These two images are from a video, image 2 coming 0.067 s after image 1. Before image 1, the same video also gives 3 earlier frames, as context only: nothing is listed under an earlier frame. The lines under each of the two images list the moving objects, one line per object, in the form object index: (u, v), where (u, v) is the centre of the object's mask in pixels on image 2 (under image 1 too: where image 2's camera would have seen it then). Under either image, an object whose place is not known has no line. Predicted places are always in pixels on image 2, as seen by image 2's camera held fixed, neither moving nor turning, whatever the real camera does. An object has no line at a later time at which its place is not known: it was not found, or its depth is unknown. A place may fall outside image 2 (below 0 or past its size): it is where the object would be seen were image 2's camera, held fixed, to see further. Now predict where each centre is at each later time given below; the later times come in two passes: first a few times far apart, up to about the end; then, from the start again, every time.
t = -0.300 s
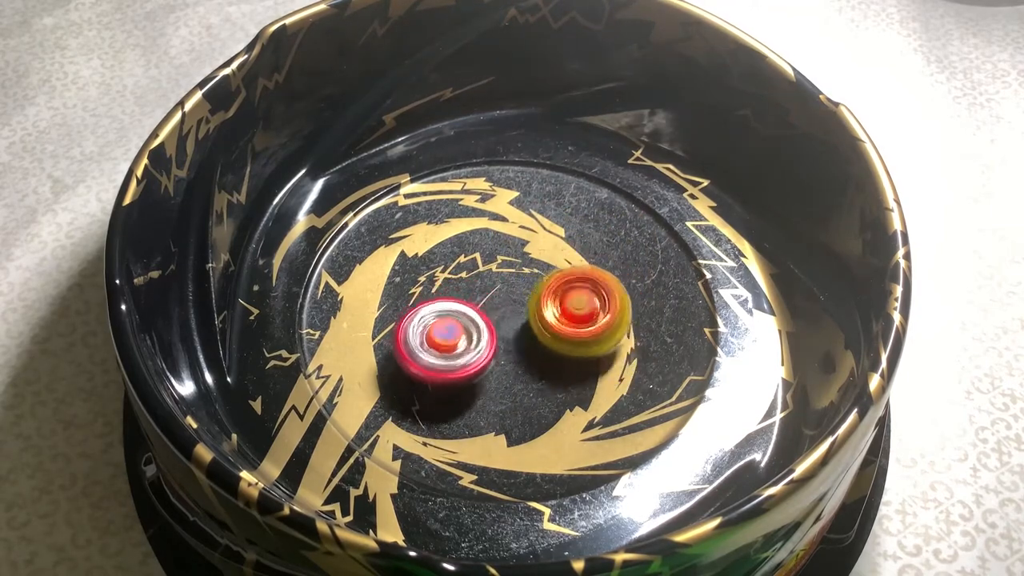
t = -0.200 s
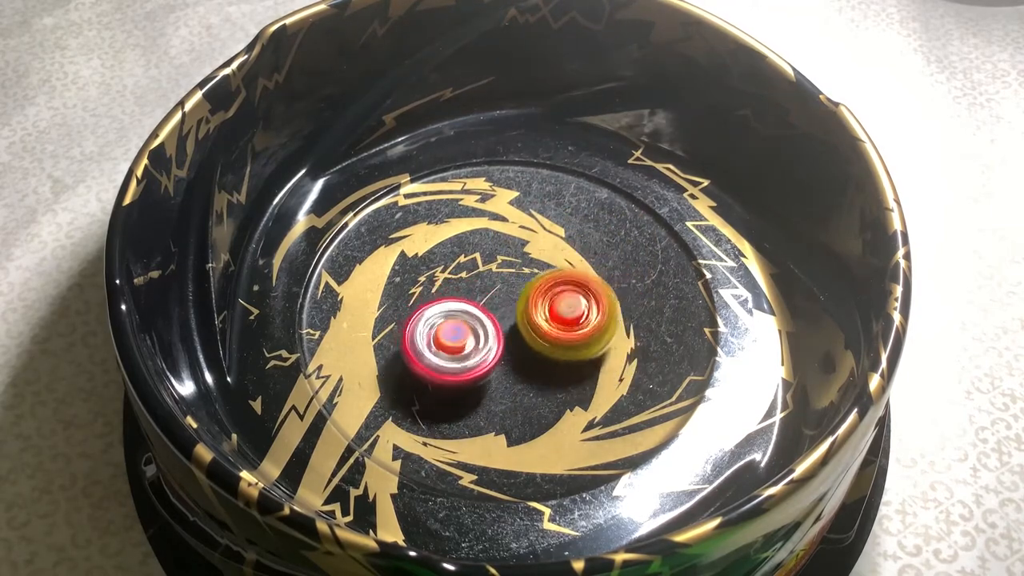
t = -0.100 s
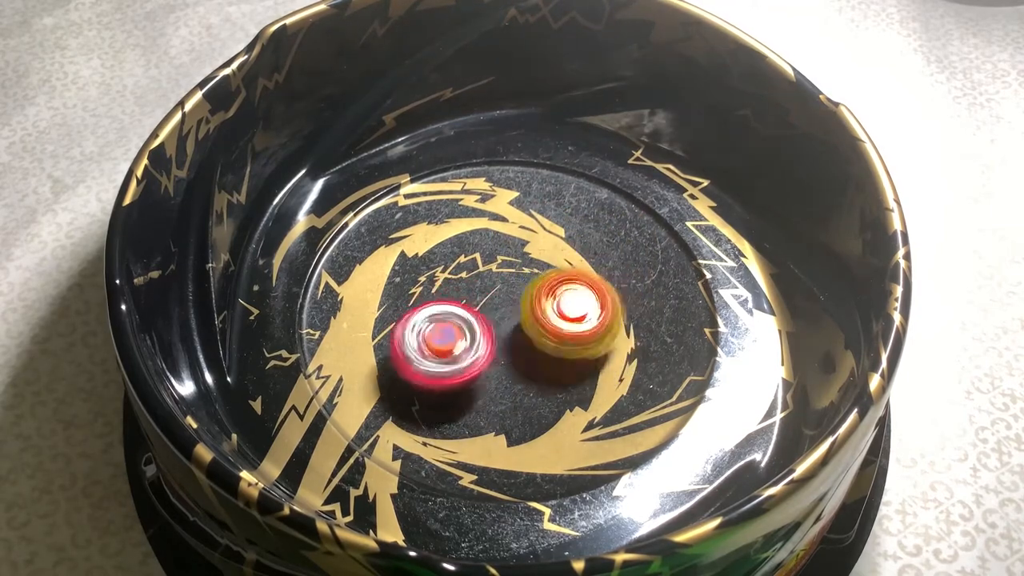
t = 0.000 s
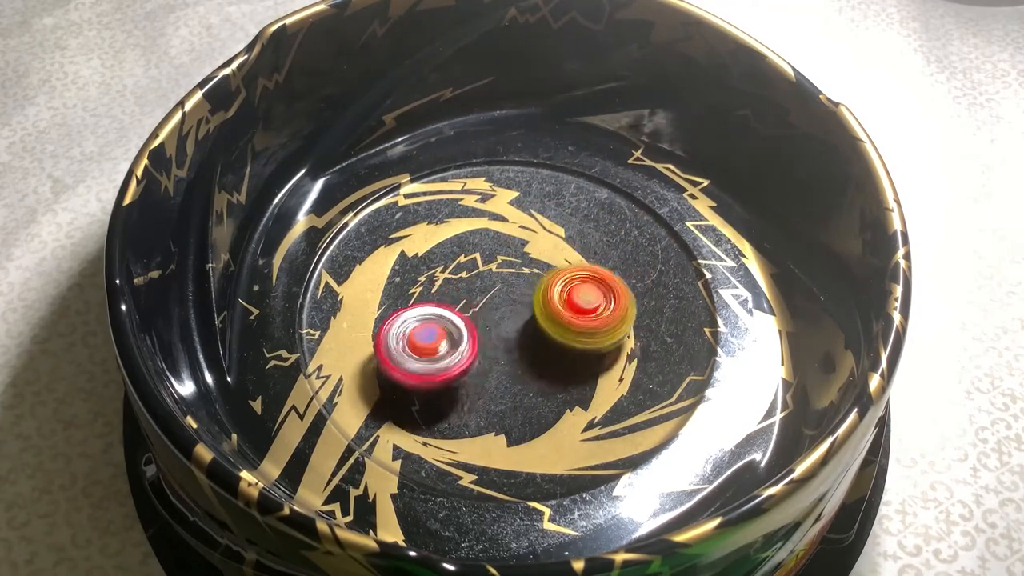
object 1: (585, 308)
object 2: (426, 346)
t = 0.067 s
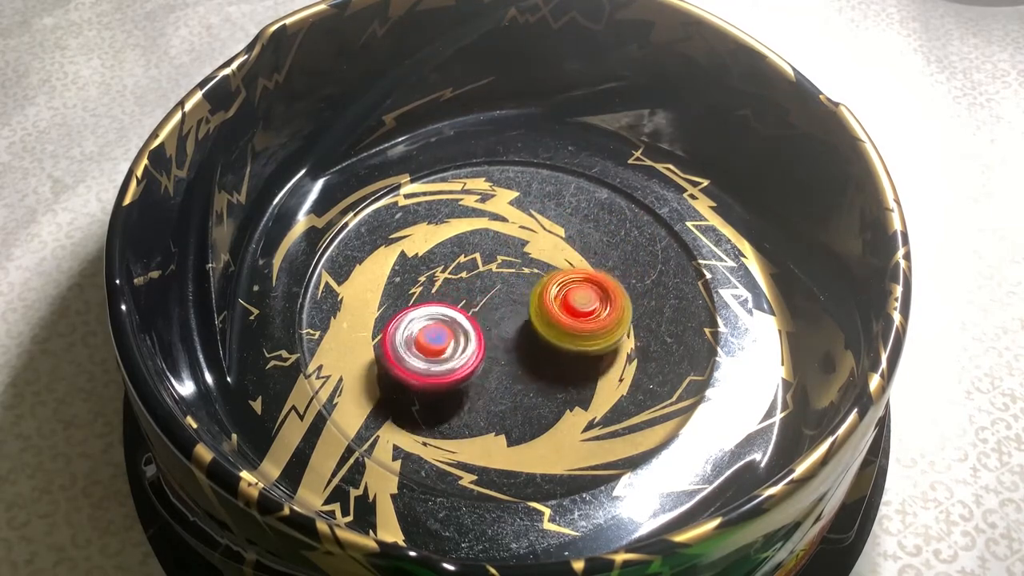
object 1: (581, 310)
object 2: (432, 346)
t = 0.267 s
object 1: (568, 322)
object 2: (455, 345)
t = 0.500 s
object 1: (613, 301)
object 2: (428, 352)
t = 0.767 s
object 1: (597, 306)
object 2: (465, 346)
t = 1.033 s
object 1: (652, 249)
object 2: (408, 352)
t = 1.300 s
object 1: (608, 277)
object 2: (428, 351)
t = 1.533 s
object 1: (646, 292)
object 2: (446, 308)
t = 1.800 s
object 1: (629, 346)
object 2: (413, 301)
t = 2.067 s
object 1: (561, 361)
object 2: (453, 269)
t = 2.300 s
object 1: (547, 356)
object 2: (499, 266)
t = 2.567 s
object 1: (535, 397)
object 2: (548, 213)
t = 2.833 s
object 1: (519, 383)
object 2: (556, 254)
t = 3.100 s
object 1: (500, 381)
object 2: (566, 306)
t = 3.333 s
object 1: (484, 369)
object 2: (562, 306)
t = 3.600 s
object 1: (440, 377)
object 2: (559, 242)
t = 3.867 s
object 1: (462, 353)
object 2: (538, 241)
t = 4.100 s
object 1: (468, 347)
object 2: (518, 241)
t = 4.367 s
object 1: (468, 333)
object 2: (507, 236)
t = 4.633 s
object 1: (440, 374)
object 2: (528, 218)
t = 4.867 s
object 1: (449, 361)
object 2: (525, 259)
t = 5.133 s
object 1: (451, 367)
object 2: (563, 292)
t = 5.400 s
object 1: (437, 312)
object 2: (586, 296)
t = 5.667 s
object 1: (442, 294)
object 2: (551, 294)
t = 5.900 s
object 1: (425, 291)
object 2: (582, 297)
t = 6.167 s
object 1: (452, 296)
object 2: (617, 299)
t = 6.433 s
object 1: (492, 280)
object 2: (611, 297)
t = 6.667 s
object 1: (461, 228)
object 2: (576, 315)
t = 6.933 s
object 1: (474, 243)
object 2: (507, 317)
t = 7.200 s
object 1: (480, 272)
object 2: (502, 369)
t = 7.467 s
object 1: (549, 292)
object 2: (511, 375)
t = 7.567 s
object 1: (557, 281)
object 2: (514, 364)
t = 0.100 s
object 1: (578, 313)
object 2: (435, 346)
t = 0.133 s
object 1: (576, 315)
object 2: (438, 347)
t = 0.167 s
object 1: (575, 316)
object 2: (441, 347)
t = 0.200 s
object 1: (573, 318)
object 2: (444, 347)
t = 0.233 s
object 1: (570, 320)
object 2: (448, 347)
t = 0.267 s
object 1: (568, 322)
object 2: (455, 345)
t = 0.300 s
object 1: (568, 322)
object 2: (463, 343)
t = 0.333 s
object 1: (588, 315)
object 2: (444, 348)
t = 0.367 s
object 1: (605, 308)
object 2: (431, 352)
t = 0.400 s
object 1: (614, 302)
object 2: (424, 352)
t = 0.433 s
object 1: (615, 299)
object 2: (424, 351)
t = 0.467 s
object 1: (614, 299)
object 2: (426, 351)
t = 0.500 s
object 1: (613, 301)
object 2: (428, 352)
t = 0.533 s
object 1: (612, 301)
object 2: (430, 353)
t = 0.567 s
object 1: (612, 302)
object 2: (433, 353)
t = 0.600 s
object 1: (610, 303)
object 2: (436, 353)
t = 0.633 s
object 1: (609, 303)
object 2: (439, 353)
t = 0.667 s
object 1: (606, 304)
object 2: (443, 353)
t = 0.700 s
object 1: (603, 305)
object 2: (448, 352)
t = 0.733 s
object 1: (600, 305)
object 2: (455, 350)
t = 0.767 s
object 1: (597, 306)
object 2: (465, 346)
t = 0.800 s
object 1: (594, 307)
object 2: (475, 342)
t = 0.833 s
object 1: (590, 307)
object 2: (488, 337)
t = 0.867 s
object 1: (603, 301)
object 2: (477, 336)
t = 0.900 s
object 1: (623, 284)
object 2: (448, 344)
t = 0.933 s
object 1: (640, 273)
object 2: (429, 347)
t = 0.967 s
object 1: (651, 261)
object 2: (418, 347)
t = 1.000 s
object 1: (654, 253)
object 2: (412, 350)
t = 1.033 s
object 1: (652, 249)
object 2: (408, 352)
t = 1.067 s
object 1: (647, 249)
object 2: (408, 353)
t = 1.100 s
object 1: (641, 251)
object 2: (409, 354)
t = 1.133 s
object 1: (635, 255)
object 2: (411, 354)
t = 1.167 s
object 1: (630, 260)
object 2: (414, 354)
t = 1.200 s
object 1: (623, 264)
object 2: (417, 354)
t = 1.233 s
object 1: (617, 269)
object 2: (419, 354)
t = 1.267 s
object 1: (612, 273)
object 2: (423, 353)
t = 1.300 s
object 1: (608, 277)
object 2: (428, 351)
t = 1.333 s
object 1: (605, 281)
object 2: (436, 348)
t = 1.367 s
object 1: (602, 285)
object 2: (446, 343)
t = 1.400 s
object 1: (599, 289)
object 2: (457, 336)
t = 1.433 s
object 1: (596, 293)
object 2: (470, 329)
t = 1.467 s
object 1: (593, 297)
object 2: (484, 320)
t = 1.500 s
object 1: (609, 298)
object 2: (478, 313)
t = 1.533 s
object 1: (646, 292)
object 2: (446, 308)
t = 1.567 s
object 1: (673, 288)
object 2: (422, 304)
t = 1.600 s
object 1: (698, 290)
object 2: (408, 300)
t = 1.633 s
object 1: (710, 293)
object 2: (402, 298)
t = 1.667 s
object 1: (707, 305)
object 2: (403, 297)
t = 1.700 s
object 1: (691, 317)
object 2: (405, 298)
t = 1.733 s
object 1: (673, 329)
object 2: (408, 299)
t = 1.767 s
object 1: (652, 339)
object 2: (410, 300)
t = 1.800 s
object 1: (629, 346)
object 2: (413, 301)
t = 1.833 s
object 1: (608, 351)
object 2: (418, 301)
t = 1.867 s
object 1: (589, 354)
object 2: (423, 301)
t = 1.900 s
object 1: (569, 354)
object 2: (434, 300)
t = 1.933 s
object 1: (554, 353)
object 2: (446, 298)
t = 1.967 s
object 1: (544, 351)
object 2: (459, 296)
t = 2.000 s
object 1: (551, 357)
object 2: (455, 284)
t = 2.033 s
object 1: (558, 360)
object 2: (453, 274)
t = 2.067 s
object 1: (561, 361)
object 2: (453, 269)
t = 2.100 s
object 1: (561, 359)
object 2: (457, 268)
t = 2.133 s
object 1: (560, 359)
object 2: (462, 267)
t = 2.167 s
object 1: (557, 358)
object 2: (467, 267)
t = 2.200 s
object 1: (555, 357)
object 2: (473, 266)
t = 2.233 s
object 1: (552, 357)
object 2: (481, 266)
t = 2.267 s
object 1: (549, 356)
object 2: (490, 266)
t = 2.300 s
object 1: (547, 356)
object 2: (499, 266)
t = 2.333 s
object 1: (545, 355)
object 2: (509, 266)
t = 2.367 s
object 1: (543, 354)
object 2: (519, 267)
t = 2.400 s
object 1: (542, 367)
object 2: (528, 254)
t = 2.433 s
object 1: (541, 385)
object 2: (533, 234)
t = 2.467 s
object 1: (539, 394)
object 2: (538, 223)
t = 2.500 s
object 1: (538, 398)
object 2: (542, 217)
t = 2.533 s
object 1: (537, 398)
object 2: (546, 213)
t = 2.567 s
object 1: (535, 397)
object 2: (548, 213)
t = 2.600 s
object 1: (532, 396)
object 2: (549, 214)
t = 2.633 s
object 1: (529, 393)
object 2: (549, 215)
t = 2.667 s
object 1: (527, 391)
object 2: (550, 218)
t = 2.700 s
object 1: (525, 389)
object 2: (551, 222)
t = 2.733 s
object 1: (523, 387)
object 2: (552, 227)
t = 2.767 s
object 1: (522, 386)
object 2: (553, 235)
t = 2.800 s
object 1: (520, 384)
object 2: (556, 244)
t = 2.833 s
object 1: (519, 383)
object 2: (556, 254)
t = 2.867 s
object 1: (518, 381)
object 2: (559, 266)
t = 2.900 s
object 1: (516, 379)
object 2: (559, 278)
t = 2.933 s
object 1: (515, 376)
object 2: (561, 290)
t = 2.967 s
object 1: (510, 381)
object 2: (566, 296)
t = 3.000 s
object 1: (505, 385)
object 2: (570, 299)
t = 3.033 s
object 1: (504, 385)
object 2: (570, 300)
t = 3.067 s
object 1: (502, 383)
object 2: (569, 304)
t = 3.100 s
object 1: (500, 381)
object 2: (566, 306)
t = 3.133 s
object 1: (497, 379)
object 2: (565, 308)
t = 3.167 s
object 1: (492, 380)
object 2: (566, 308)
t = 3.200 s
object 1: (491, 379)
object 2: (566, 308)
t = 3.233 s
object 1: (489, 377)
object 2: (566, 307)
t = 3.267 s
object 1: (488, 374)
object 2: (565, 306)
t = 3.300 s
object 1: (485, 371)
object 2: (563, 306)
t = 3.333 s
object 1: (484, 369)
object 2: (562, 306)
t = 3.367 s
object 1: (473, 372)
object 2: (564, 299)
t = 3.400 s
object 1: (455, 380)
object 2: (573, 286)
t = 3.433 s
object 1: (444, 383)
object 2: (575, 276)
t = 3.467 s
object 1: (439, 384)
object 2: (574, 267)
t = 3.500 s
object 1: (438, 384)
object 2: (572, 260)
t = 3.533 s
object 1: (438, 382)
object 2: (568, 252)
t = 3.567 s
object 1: (439, 380)
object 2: (564, 247)
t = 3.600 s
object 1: (440, 377)
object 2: (559, 242)
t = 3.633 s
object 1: (442, 374)
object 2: (554, 240)
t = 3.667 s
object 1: (445, 370)
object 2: (550, 239)
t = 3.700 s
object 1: (448, 367)
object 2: (547, 240)
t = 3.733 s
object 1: (451, 364)
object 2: (546, 240)
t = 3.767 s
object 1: (455, 360)
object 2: (544, 240)
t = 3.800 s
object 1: (457, 358)
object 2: (542, 241)
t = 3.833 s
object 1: (459, 355)
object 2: (540, 241)
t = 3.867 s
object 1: (462, 353)
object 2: (538, 241)
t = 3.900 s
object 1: (463, 350)
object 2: (536, 242)
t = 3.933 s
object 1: (465, 348)
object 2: (533, 243)
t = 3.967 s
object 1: (467, 345)
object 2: (528, 246)
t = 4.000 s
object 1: (469, 342)
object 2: (524, 250)
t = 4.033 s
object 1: (472, 338)
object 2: (518, 255)
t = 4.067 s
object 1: (471, 340)
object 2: (515, 252)
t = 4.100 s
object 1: (468, 347)
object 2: (518, 241)
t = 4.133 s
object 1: (468, 349)
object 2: (517, 236)
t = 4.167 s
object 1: (468, 348)
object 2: (515, 234)
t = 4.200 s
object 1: (470, 346)
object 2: (513, 234)
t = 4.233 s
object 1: (470, 342)
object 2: (512, 234)
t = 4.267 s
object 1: (470, 340)
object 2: (511, 234)
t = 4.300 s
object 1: (469, 337)
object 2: (510, 235)
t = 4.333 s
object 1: (469, 335)
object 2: (508, 236)
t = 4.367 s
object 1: (468, 333)
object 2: (507, 236)
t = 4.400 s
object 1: (468, 331)
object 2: (506, 239)
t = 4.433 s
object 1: (467, 329)
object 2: (505, 243)
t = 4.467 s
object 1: (464, 333)
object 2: (507, 245)
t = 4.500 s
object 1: (455, 350)
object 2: (517, 231)
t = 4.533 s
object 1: (449, 362)
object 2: (525, 222)
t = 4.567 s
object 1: (445, 370)
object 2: (528, 218)
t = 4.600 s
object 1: (442, 373)
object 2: (528, 217)
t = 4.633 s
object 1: (440, 374)
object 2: (528, 218)
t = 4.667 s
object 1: (441, 374)
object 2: (526, 219)
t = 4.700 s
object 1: (442, 373)
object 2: (525, 221)
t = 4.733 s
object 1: (443, 371)
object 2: (523, 225)
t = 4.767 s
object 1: (445, 368)
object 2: (523, 230)
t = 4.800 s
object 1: (446, 365)
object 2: (524, 239)
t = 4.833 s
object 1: (447, 363)
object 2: (524, 248)
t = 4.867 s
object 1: (449, 361)
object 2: (525, 259)
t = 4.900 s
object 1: (450, 359)
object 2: (526, 272)
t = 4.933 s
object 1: (453, 357)
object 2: (526, 282)
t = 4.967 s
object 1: (455, 356)
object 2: (529, 290)
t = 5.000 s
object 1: (448, 365)
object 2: (545, 286)
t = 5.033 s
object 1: (445, 371)
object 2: (555, 285)
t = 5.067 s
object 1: (447, 371)
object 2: (559, 287)
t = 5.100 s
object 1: (449, 369)
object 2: (562, 289)
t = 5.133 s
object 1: (451, 367)
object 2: (563, 292)
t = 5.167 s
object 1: (454, 362)
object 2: (562, 294)
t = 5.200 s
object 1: (456, 354)
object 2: (562, 298)
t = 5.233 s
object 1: (462, 346)
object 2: (560, 301)
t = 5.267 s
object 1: (455, 339)
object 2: (569, 298)
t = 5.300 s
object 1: (445, 333)
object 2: (580, 296)
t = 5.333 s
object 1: (439, 326)
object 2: (587, 294)
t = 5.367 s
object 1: (436, 319)
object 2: (588, 296)
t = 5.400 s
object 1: (437, 312)
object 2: (586, 296)
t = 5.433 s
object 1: (437, 305)
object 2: (583, 295)
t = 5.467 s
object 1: (437, 301)
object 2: (582, 293)
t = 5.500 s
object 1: (437, 299)
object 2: (581, 292)
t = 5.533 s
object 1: (437, 298)
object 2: (578, 293)
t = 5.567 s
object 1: (439, 296)
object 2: (573, 293)
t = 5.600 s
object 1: (439, 296)
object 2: (567, 294)
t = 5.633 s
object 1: (440, 295)
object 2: (559, 293)
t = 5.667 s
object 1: (442, 294)
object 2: (551, 294)
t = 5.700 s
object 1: (439, 294)
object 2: (550, 294)
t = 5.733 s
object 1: (425, 292)
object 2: (565, 295)
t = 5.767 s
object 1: (416, 292)
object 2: (573, 296)
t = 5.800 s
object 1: (416, 293)
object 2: (576, 296)
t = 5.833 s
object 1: (418, 293)
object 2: (579, 296)
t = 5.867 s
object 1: (422, 292)
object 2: (582, 296)
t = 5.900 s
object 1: (425, 291)
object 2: (582, 297)
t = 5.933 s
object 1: (429, 290)
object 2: (580, 298)
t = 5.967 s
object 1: (434, 291)
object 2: (579, 298)
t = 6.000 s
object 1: (441, 292)
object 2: (577, 297)
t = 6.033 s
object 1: (451, 293)
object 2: (575, 297)
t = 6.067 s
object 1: (462, 296)
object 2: (572, 298)
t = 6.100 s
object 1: (462, 296)
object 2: (585, 297)
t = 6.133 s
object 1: (454, 296)
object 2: (605, 298)
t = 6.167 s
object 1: (452, 296)
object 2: (617, 299)
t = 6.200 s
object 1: (454, 296)
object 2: (623, 298)
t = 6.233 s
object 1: (459, 296)
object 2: (625, 298)
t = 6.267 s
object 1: (464, 294)
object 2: (625, 299)
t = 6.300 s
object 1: (469, 291)
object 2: (625, 298)
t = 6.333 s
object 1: (475, 289)
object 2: (623, 297)
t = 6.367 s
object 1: (481, 286)
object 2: (621, 296)
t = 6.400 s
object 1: (488, 283)
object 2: (616, 297)
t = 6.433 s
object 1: (492, 280)
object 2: (611, 297)
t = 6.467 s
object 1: (496, 277)
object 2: (603, 296)
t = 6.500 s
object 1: (498, 275)
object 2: (593, 296)
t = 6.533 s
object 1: (486, 265)
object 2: (597, 303)
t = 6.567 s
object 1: (476, 255)
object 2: (595, 308)
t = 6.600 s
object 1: (467, 243)
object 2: (590, 311)
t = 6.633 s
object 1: (464, 234)
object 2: (584, 314)
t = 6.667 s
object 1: (461, 228)
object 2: (576, 315)
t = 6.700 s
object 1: (460, 223)
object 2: (568, 317)
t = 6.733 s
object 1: (460, 221)
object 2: (559, 319)
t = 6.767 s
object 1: (460, 223)
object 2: (548, 321)
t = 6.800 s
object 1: (463, 225)
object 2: (540, 320)
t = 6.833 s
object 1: (466, 230)
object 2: (533, 320)
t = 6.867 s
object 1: (470, 234)
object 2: (524, 318)
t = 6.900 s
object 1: (473, 239)
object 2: (513, 315)
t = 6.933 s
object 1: (474, 243)
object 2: (507, 317)
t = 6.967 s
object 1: (470, 239)
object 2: (507, 327)
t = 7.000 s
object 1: (466, 241)
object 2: (506, 332)
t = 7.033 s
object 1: (464, 248)
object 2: (505, 335)
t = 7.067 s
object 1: (463, 258)
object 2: (504, 335)
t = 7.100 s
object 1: (466, 263)
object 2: (504, 342)
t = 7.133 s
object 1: (470, 264)
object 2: (505, 356)
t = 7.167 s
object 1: (476, 267)
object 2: (504, 365)
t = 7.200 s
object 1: (480, 272)
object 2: (502, 369)
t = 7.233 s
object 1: (488, 279)
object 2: (502, 372)
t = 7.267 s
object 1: (497, 287)
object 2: (503, 375)
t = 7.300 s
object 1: (507, 295)
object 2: (504, 375)
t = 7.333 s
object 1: (515, 294)
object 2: (505, 382)
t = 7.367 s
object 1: (524, 292)
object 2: (506, 386)
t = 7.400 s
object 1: (534, 294)
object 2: (505, 385)
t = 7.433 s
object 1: (542, 293)
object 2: (508, 380)
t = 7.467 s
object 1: (549, 292)
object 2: (511, 375)
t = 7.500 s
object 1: (552, 290)
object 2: (513, 371)
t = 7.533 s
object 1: (555, 287)
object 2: (516, 365)
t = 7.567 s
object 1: (557, 281)
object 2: (514, 364)
